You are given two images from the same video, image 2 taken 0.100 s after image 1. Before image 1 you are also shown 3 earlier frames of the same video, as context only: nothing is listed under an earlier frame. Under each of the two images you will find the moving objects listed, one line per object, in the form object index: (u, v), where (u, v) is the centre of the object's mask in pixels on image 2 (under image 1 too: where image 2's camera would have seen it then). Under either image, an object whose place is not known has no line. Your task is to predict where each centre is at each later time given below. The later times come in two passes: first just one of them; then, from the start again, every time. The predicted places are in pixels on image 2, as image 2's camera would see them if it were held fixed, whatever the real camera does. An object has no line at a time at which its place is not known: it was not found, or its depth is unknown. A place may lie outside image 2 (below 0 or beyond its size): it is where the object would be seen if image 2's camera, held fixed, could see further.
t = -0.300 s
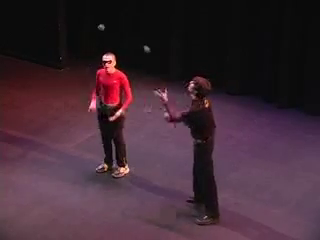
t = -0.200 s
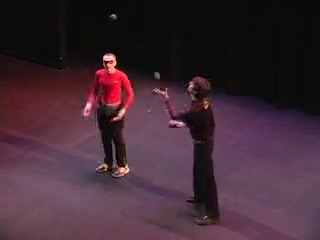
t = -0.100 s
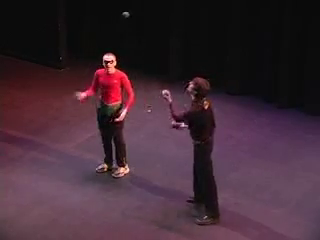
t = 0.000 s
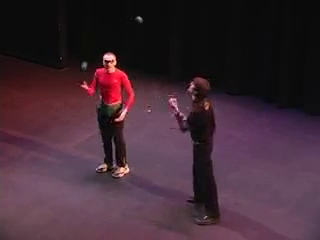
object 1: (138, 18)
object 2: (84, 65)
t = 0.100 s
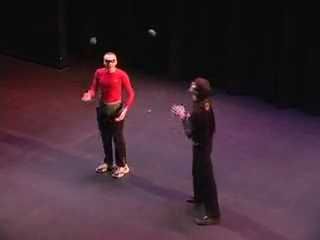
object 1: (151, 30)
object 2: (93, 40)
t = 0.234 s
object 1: (168, 59)
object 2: (105, 17)
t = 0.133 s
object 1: (155, 36)
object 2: (96, 33)
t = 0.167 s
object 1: (159, 43)
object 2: (99, 27)
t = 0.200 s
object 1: (164, 51)
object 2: (102, 22)
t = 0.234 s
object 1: (168, 59)
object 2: (105, 17)
